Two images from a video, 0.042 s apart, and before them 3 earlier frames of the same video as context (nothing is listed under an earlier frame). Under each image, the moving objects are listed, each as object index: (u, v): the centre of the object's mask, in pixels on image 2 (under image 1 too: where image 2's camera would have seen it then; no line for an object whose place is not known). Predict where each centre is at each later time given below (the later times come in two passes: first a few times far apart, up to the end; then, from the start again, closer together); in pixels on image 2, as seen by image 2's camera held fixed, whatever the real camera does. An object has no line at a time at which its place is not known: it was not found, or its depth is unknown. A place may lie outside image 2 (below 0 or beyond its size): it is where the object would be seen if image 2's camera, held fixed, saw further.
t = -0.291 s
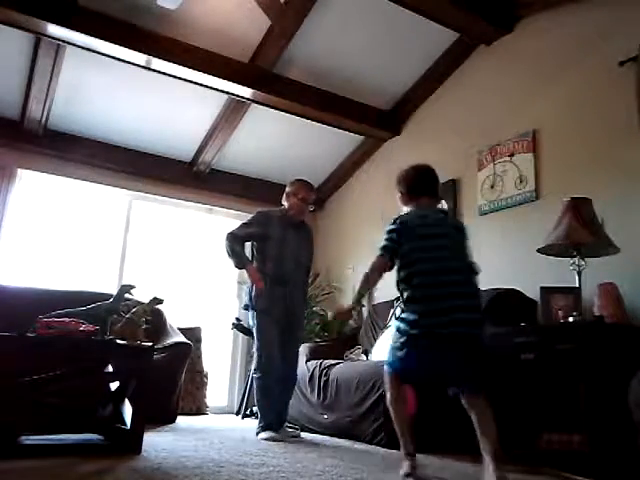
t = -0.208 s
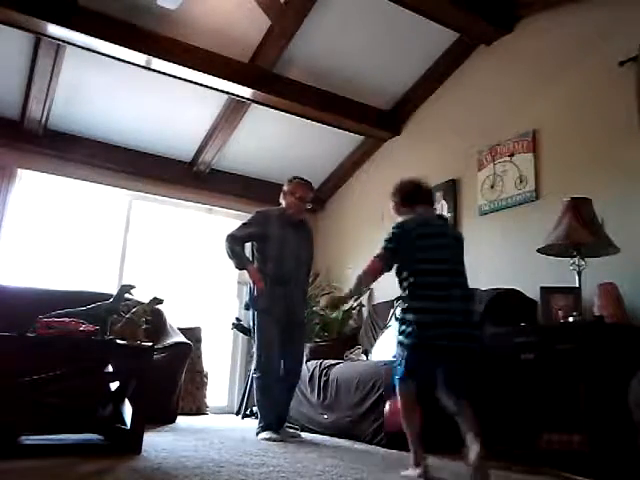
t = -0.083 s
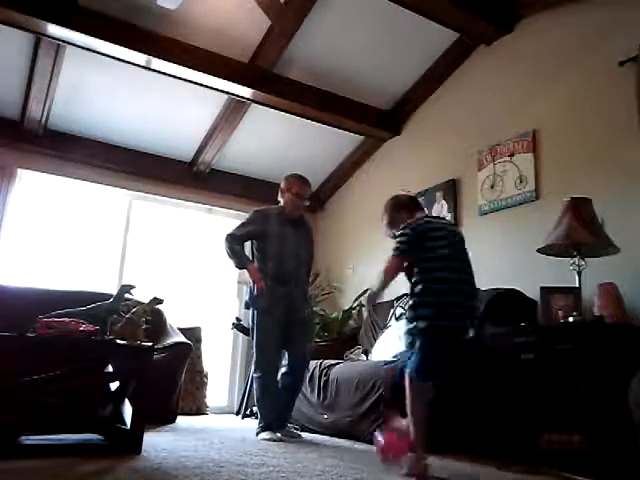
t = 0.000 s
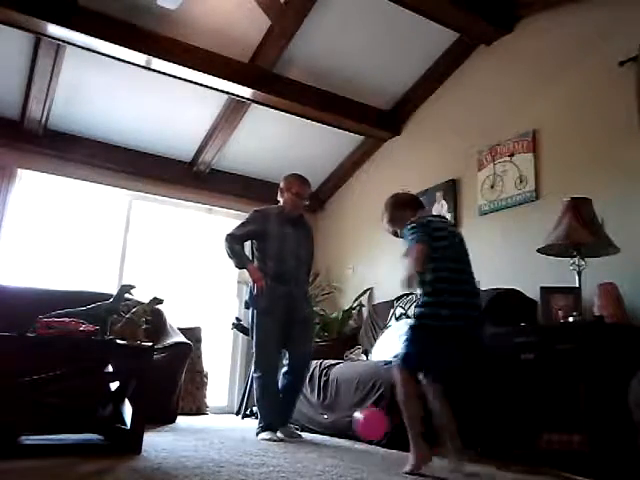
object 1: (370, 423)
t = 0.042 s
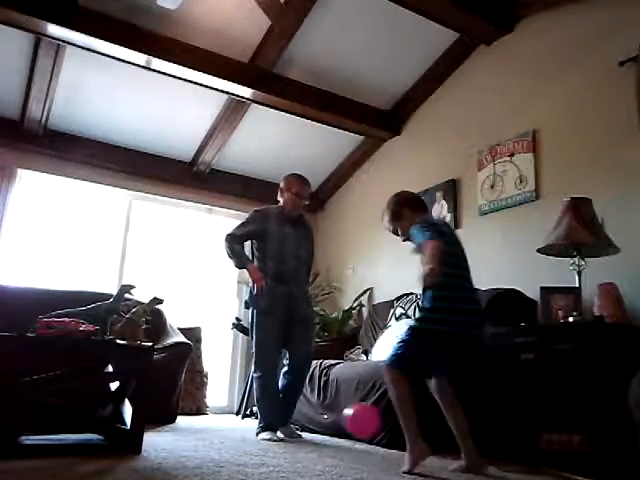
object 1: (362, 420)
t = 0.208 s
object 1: (317, 450)
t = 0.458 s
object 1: (250, 456)
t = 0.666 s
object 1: (194, 452)
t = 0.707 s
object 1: (183, 451)
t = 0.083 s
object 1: (352, 420)
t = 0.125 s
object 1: (342, 425)
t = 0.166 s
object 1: (330, 434)
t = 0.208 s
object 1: (317, 450)
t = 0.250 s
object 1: (306, 449)
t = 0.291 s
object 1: (297, 441)
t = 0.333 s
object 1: (286, 439)
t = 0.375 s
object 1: (274, 439)
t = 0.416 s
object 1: (263, 445)
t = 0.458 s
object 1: (250, 456)
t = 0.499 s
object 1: (238, 449)
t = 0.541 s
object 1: (227, 447)
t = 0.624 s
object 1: (205, 457)
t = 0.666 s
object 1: (194, 452)
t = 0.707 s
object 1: (183, 451)
